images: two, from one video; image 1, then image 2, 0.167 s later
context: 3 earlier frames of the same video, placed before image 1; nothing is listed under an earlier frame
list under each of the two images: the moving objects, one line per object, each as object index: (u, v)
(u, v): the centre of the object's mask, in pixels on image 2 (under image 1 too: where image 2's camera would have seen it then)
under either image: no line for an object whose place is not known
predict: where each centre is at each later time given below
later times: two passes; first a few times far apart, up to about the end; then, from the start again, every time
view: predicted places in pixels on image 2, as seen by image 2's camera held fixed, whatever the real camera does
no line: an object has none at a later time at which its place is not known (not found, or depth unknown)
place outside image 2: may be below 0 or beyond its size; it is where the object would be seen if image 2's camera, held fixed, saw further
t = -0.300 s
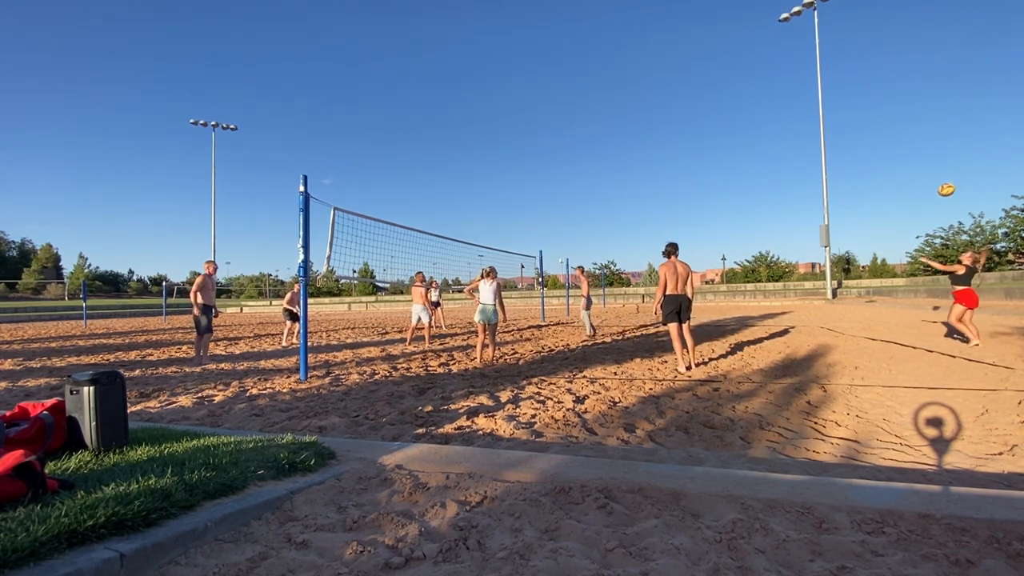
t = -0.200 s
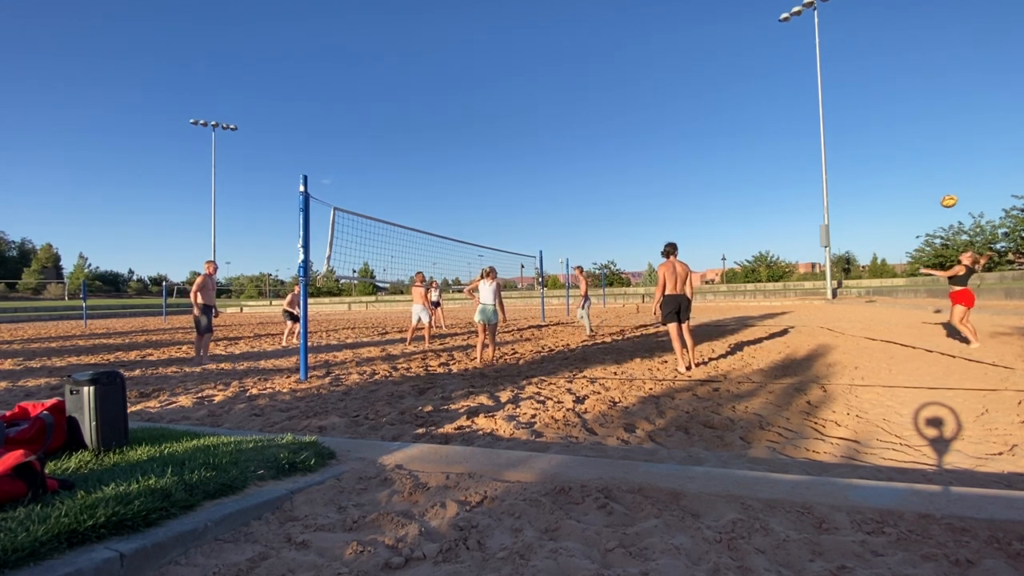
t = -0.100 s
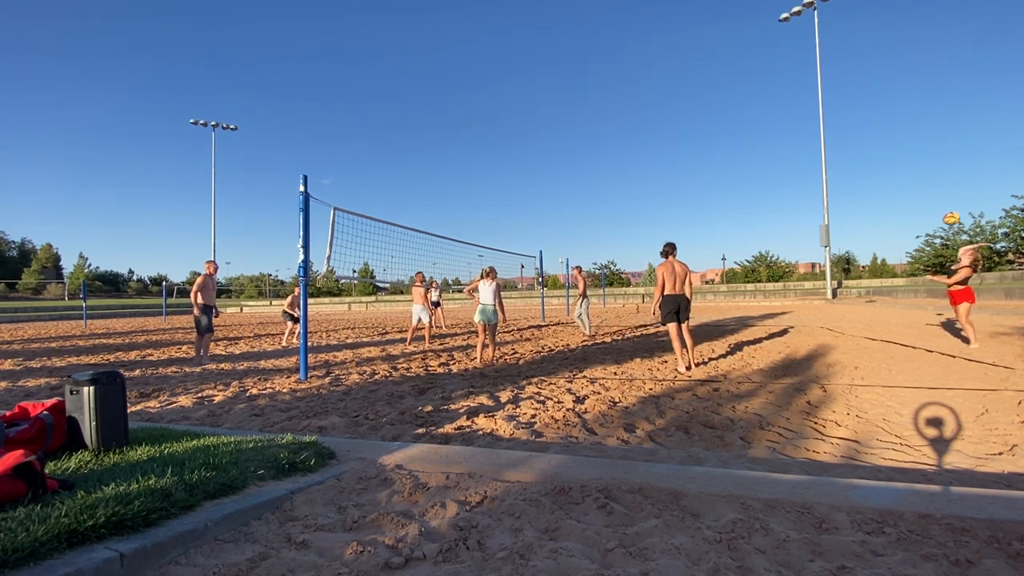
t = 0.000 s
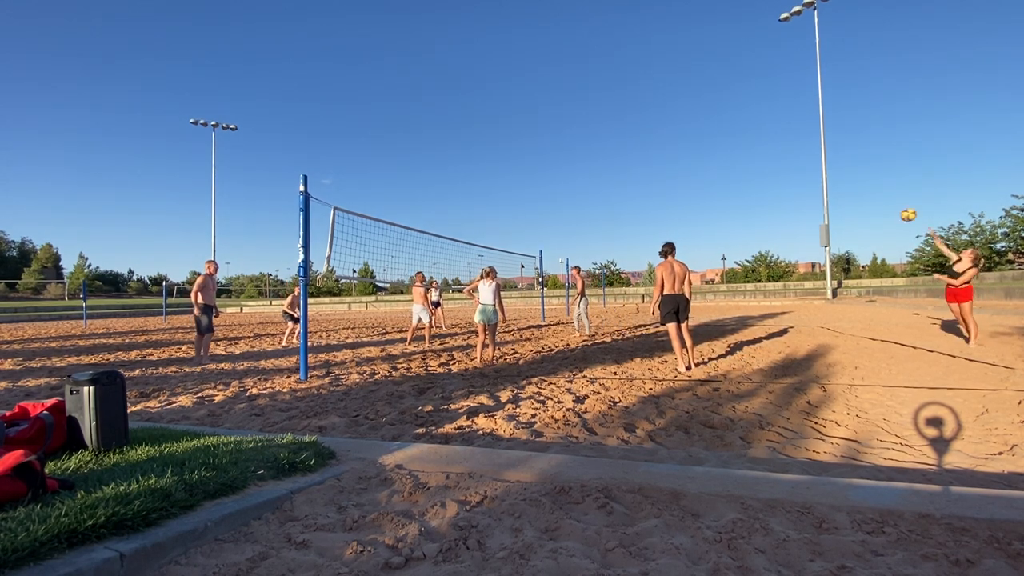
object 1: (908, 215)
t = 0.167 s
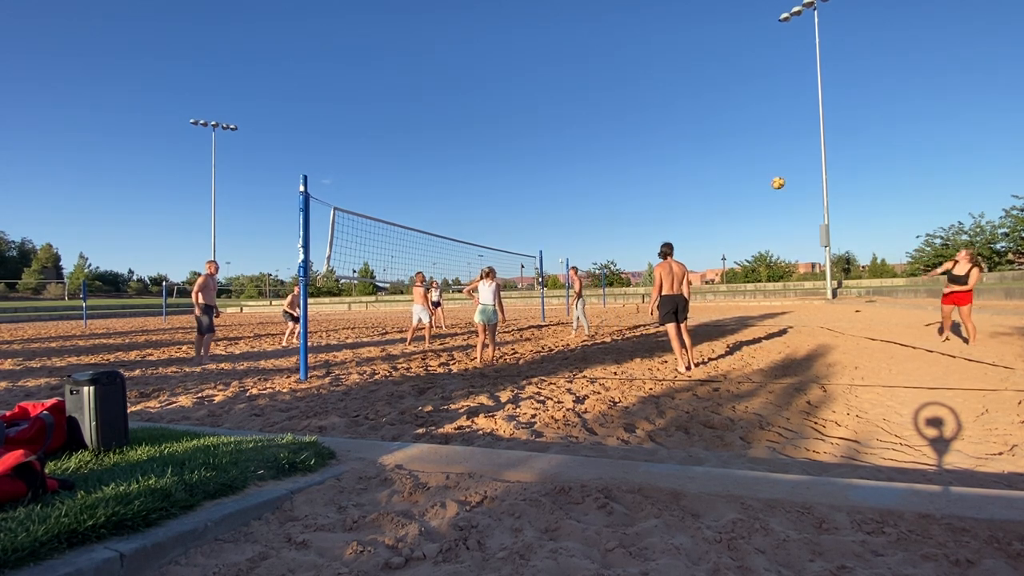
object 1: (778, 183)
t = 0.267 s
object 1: (709, 173)
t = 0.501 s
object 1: (572, 172)
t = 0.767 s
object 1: (447, 200)
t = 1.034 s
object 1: (346, 251)
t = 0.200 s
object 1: (754, 179)
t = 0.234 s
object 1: (731, 175)
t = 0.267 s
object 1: (709, 173)
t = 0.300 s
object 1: (687, 171)
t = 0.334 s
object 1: (666, 170)
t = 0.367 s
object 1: (646, 169)
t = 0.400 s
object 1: (627, 169)
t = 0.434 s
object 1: (608, 169)
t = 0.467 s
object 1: (590, 171)
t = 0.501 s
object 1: (572, 172)
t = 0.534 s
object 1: (555, 174)
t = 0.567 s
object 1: (538, 177)
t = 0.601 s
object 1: (522, 179)
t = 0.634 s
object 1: (506, 183)
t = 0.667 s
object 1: (491, 186)
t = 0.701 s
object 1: (476, 190)
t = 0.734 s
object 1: (461, 195)
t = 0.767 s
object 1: (447, 200)
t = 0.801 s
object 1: (434, 205)
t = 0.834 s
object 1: (420, 211)
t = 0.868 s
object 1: (407, 217)
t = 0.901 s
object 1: (394, 223)
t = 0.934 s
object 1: (382, 230)
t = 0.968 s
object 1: (370, 237)
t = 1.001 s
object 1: (358, 245)
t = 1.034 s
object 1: (346, 251)
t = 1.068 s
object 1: (335, 260)
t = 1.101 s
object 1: (323, 267)
